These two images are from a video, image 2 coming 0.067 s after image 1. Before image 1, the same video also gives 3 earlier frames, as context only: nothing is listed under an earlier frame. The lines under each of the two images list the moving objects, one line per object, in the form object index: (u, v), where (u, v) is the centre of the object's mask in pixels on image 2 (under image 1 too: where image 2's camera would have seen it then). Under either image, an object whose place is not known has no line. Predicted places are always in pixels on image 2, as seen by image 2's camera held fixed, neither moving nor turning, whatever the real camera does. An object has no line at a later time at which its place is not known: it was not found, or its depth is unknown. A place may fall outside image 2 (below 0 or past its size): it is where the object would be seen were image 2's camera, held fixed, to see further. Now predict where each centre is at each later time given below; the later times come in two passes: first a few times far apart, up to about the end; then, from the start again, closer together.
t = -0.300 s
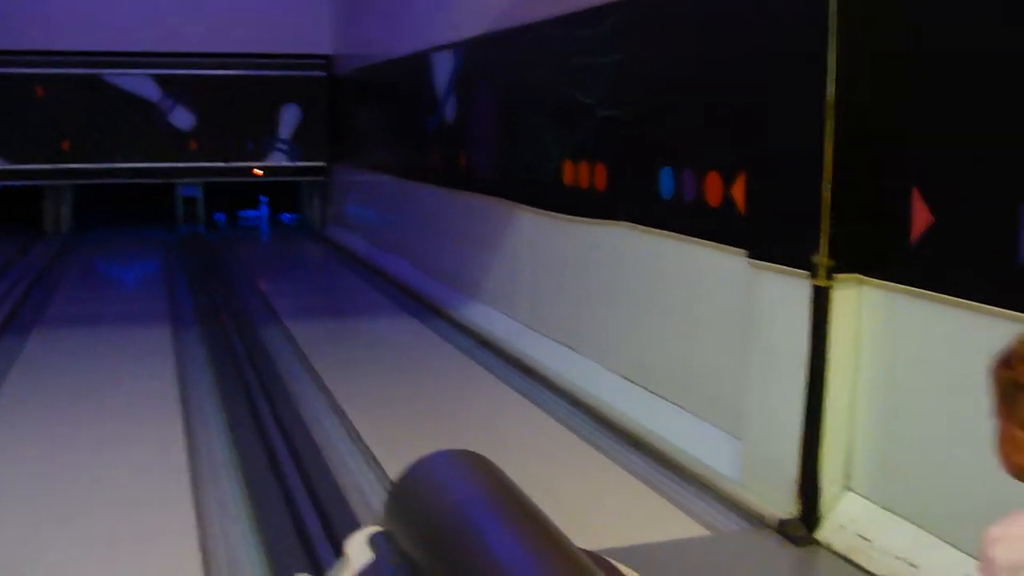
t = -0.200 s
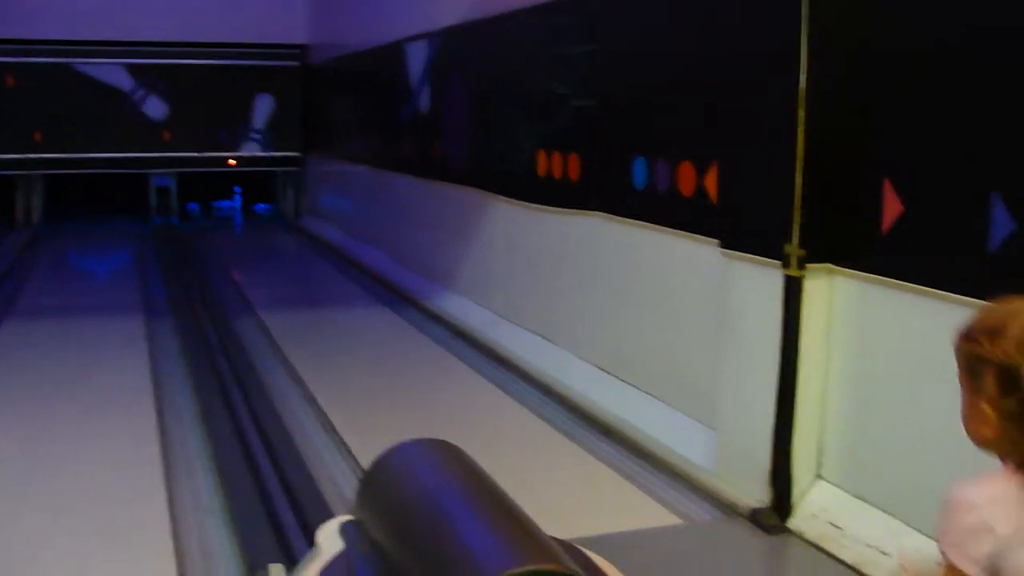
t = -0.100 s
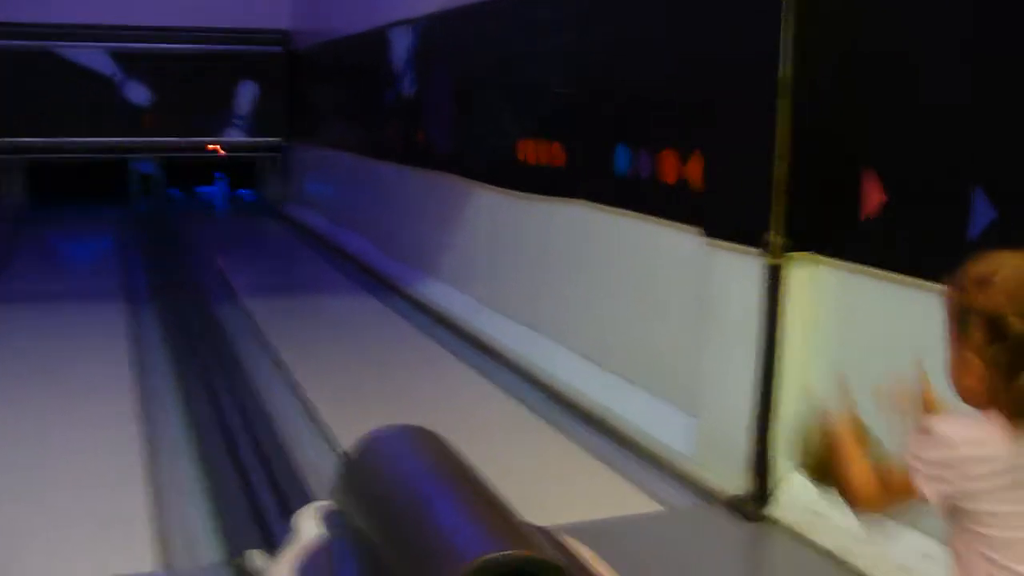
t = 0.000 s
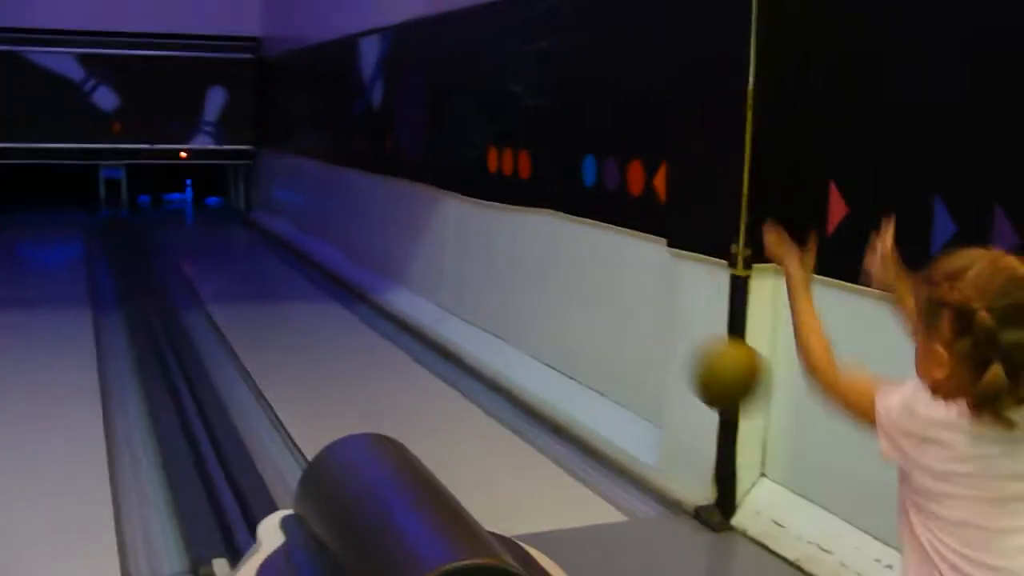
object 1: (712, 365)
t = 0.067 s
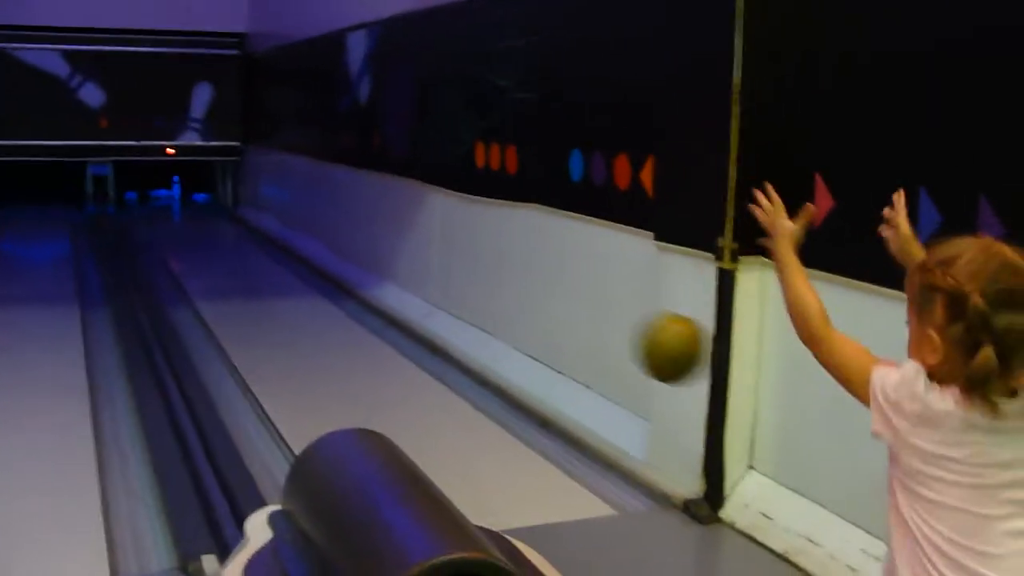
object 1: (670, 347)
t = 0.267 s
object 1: (564, 424)
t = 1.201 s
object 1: (361, 426)
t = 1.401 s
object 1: (339, 417)
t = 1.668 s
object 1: (315, 393)
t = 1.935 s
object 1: (296, 371)
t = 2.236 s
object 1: (277, 350)
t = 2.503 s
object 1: (264, 333)
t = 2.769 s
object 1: (254, 320)
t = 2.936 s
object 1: (247, 311)
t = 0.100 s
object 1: (652, 348)
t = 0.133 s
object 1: (632, 354)
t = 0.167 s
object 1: (615, 364)
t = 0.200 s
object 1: (598, 379)
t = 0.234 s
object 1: (581, 400)
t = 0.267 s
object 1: (564, 424)
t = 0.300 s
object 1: (549, 452)
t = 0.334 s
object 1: (533, 484)
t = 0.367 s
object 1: (522, 515)
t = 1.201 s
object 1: (361, 426)
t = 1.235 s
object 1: (355, 425)
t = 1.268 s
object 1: (352, 423)
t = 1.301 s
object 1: (348, 422)
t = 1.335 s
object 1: (345, 420)
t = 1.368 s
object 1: (341, 419)
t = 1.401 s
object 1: (339, 417)
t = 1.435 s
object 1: (336, 415)
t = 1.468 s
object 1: (333, 413)
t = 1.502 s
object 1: (330, 409)
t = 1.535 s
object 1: (327, 406)
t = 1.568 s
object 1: (324, 403)
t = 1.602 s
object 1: (321, 400)
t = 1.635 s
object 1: (318, 396)
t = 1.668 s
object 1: (315, 393)
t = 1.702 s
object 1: (313, 390)
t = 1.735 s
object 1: (310, 387)
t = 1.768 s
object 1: (307, 384)
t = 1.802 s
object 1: (305, 382)
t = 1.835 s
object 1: (303, 379)
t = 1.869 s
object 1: (300, 376)
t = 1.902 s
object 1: (298, 373)
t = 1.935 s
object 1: (296, 371)
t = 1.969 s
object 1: (294, 368)
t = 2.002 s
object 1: (291, 366)
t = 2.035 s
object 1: (289, 363)
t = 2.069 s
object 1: (287, 361)
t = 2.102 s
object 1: (285, 359)
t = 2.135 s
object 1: (283, 357)
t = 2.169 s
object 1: (281, 354)
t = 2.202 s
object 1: (280, 352)
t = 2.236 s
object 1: (277, 350)
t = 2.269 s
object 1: (275, 347)
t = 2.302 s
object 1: (274, 345)
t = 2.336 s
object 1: (272, 343)
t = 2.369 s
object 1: (271, 341)
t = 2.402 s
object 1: (269, 339)
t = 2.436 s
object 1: (267, 337)
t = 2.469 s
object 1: (265, 335)
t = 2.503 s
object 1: (264, 333)
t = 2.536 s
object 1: (263, 331)
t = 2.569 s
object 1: (261, 330)
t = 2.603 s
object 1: (260, 328)
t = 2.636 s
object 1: (258, 326)
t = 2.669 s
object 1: (257, 324)
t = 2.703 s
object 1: (256, 323)
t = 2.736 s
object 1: (254, 321)
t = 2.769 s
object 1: (254, 320)
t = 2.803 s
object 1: (252, 318)
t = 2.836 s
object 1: (251, 317)
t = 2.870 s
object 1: (250, 315)
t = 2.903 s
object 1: (248, 313)
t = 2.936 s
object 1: (247, 311)
